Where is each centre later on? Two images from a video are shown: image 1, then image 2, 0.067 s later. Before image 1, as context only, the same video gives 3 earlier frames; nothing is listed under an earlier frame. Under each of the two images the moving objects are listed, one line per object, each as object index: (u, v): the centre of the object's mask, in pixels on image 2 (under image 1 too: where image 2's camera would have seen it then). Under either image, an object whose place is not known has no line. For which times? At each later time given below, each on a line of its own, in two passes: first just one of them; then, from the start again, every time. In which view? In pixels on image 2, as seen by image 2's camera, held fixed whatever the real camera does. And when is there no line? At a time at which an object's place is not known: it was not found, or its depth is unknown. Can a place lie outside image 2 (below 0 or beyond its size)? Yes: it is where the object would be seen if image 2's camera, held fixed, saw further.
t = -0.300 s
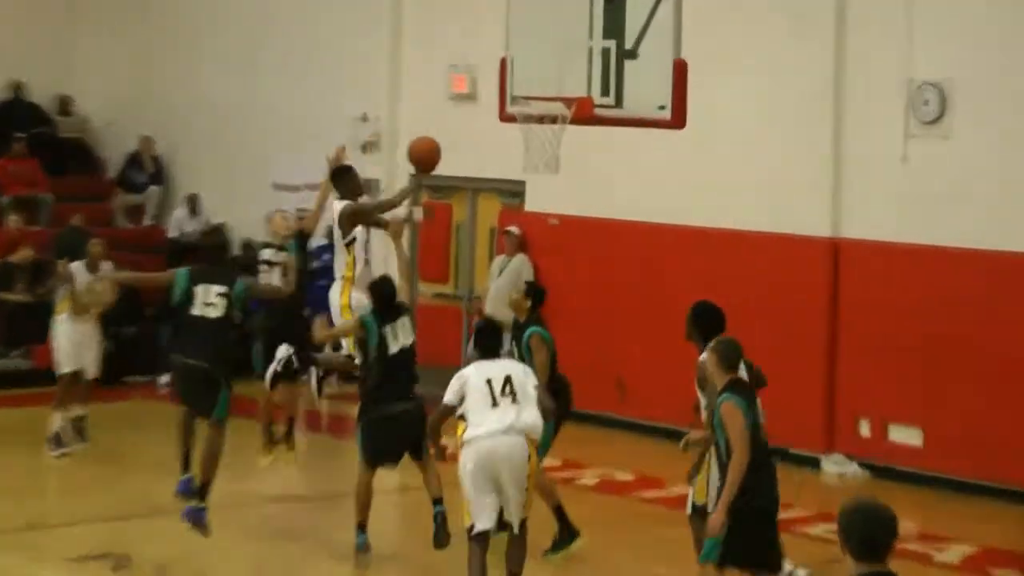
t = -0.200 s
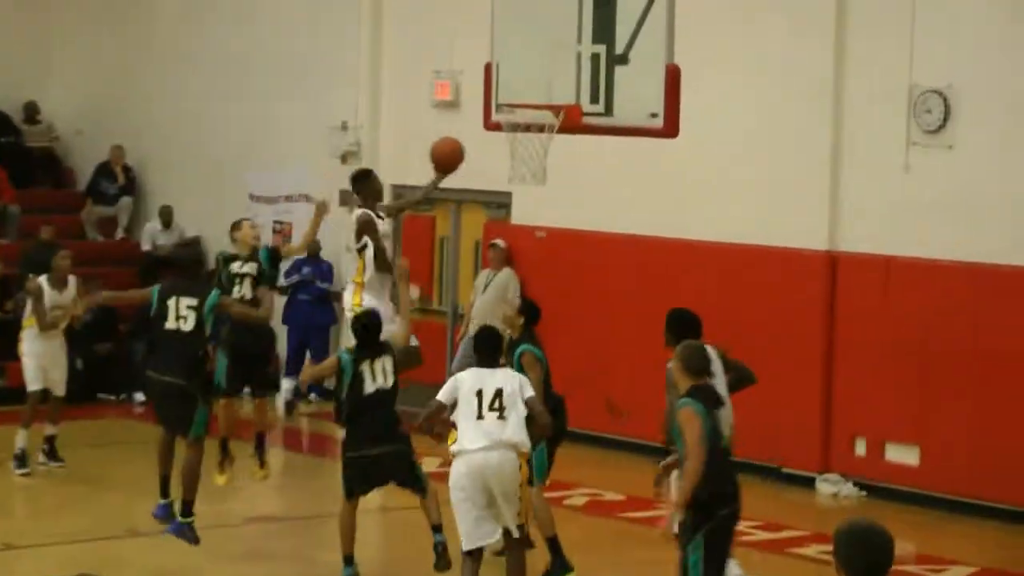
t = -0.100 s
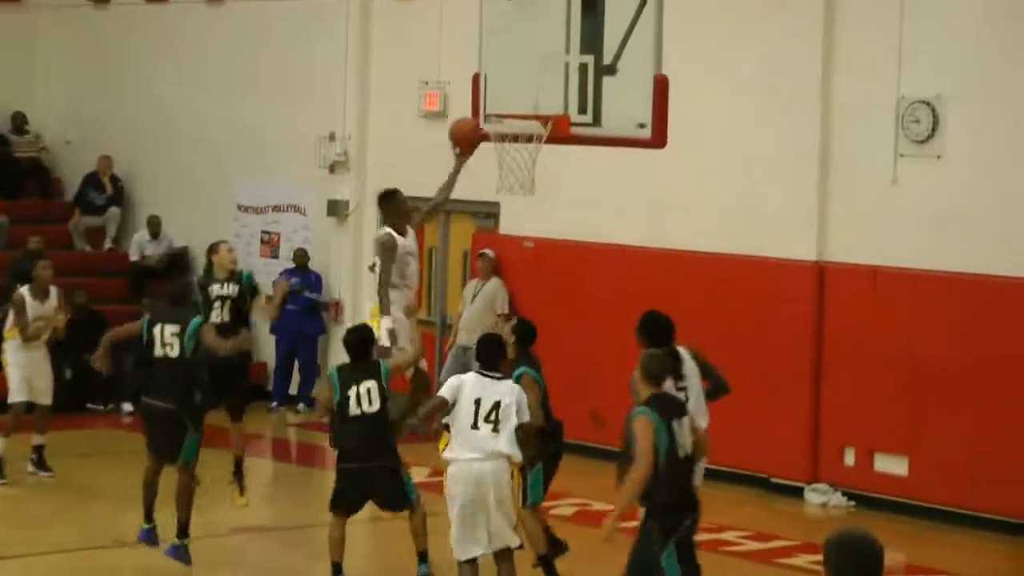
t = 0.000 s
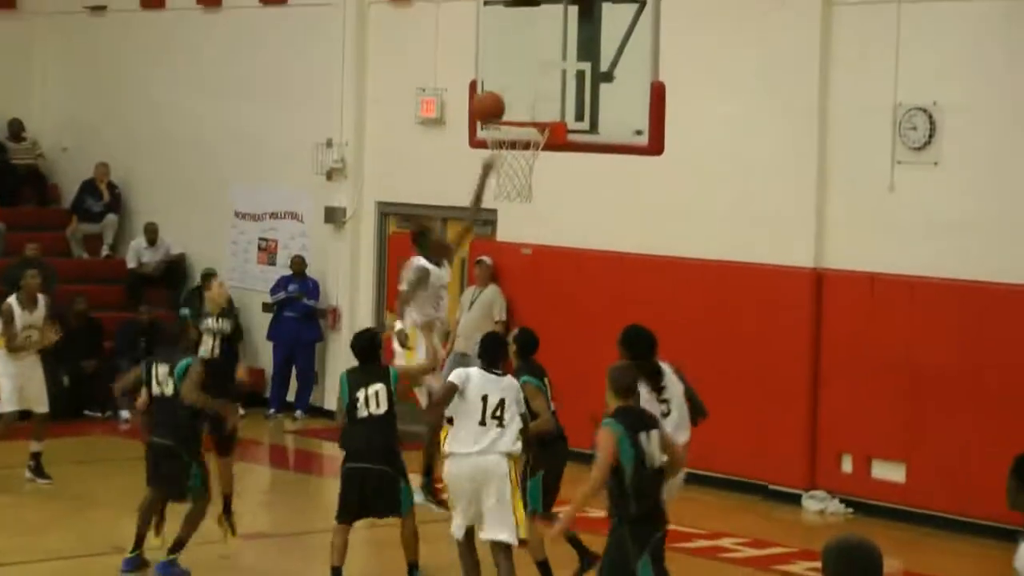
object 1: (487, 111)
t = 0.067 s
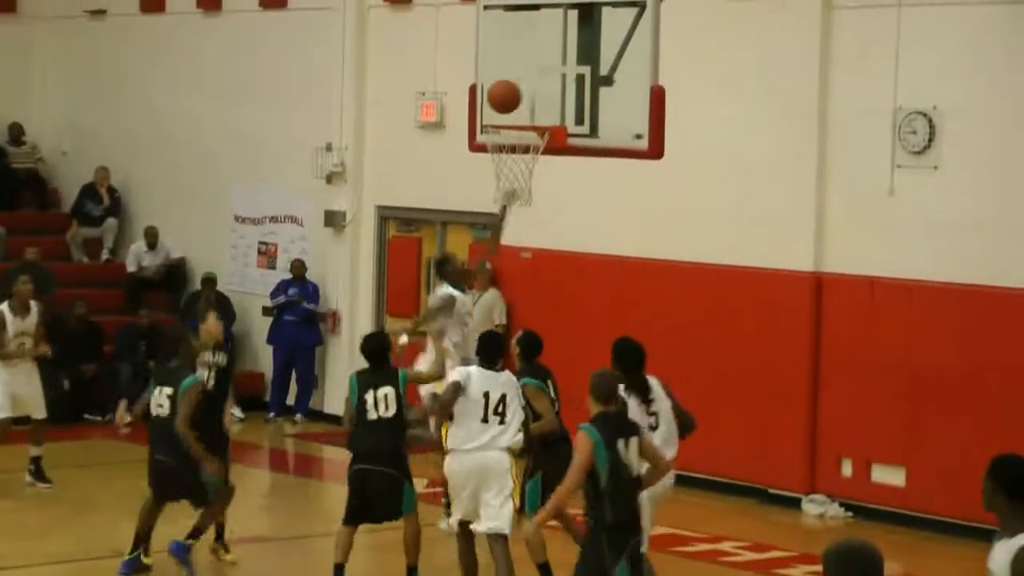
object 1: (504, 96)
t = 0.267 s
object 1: (516, 83)
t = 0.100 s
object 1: (512, 91)
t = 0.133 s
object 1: (520, 88)
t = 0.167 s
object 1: (521, 84)
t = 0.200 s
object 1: (520, 82)
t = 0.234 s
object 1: (518, 82)
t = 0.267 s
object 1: (516, 83)
